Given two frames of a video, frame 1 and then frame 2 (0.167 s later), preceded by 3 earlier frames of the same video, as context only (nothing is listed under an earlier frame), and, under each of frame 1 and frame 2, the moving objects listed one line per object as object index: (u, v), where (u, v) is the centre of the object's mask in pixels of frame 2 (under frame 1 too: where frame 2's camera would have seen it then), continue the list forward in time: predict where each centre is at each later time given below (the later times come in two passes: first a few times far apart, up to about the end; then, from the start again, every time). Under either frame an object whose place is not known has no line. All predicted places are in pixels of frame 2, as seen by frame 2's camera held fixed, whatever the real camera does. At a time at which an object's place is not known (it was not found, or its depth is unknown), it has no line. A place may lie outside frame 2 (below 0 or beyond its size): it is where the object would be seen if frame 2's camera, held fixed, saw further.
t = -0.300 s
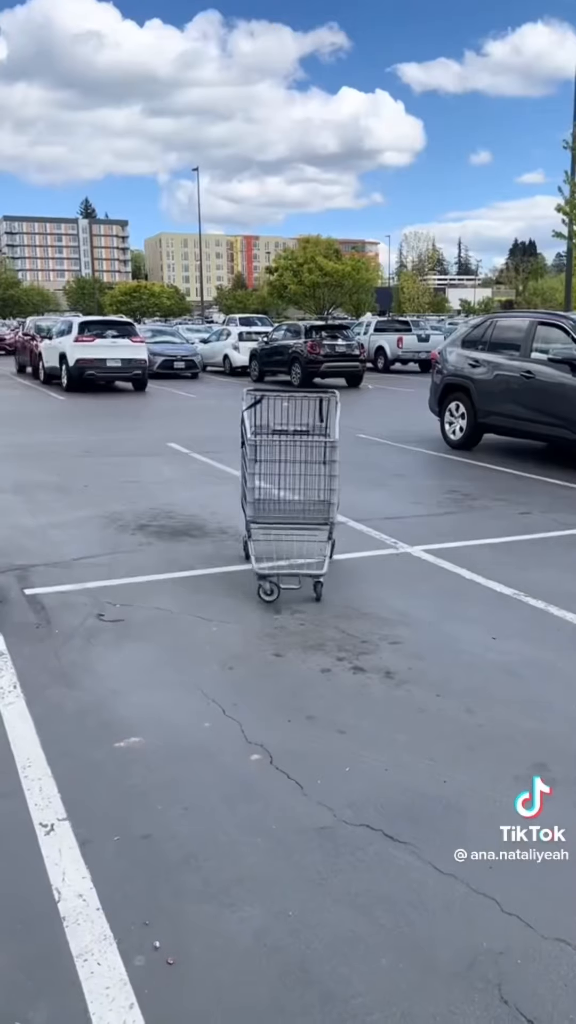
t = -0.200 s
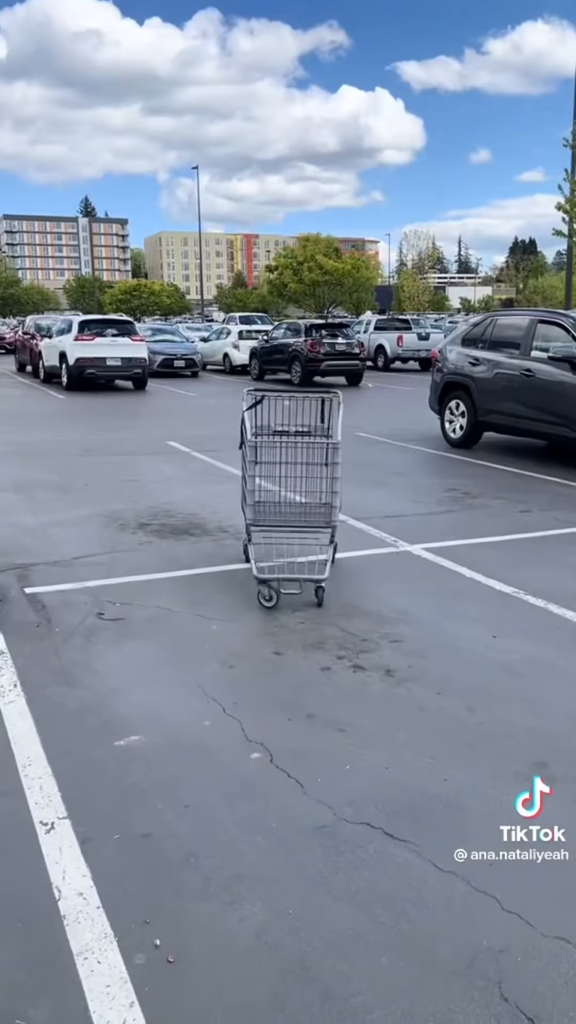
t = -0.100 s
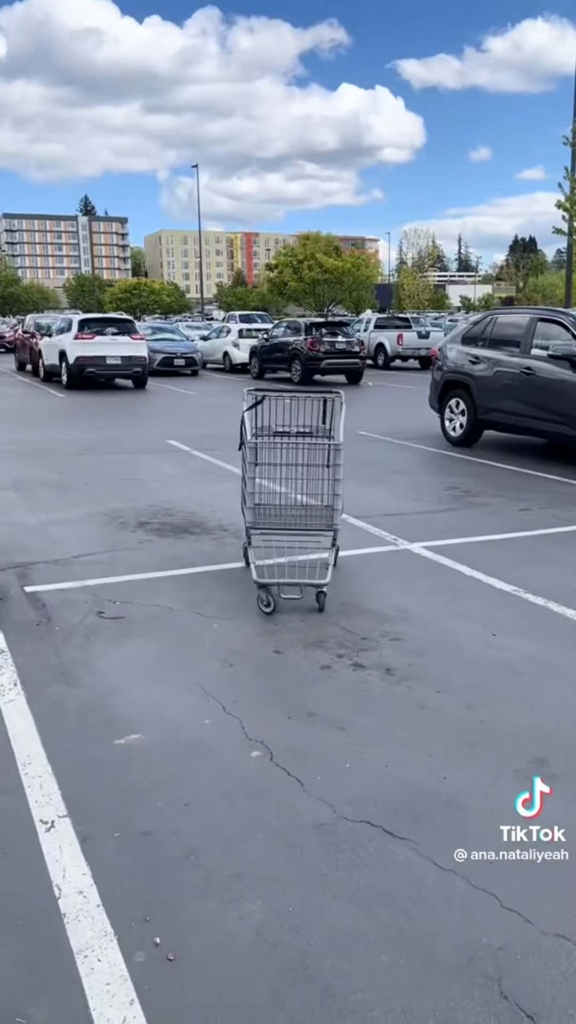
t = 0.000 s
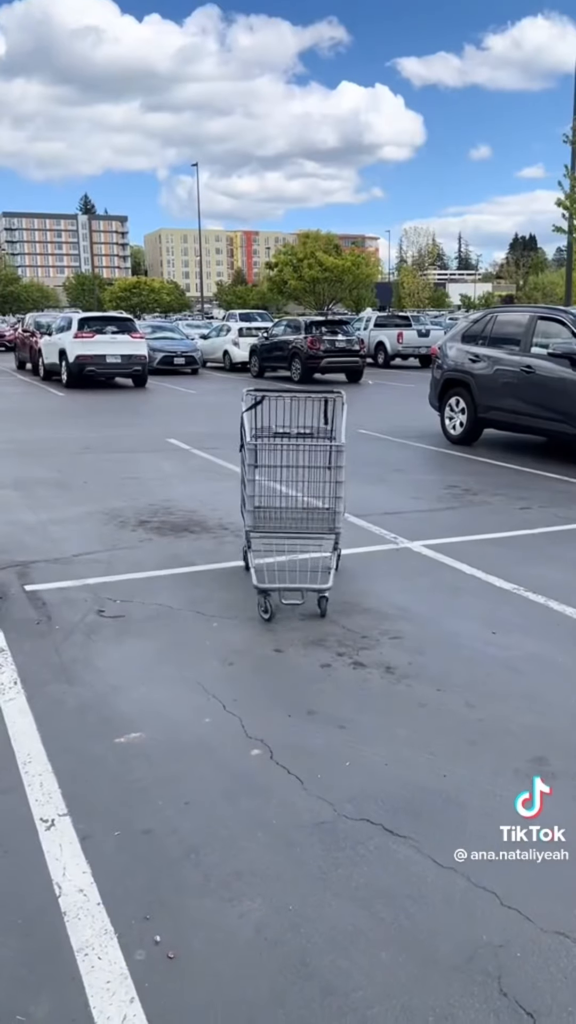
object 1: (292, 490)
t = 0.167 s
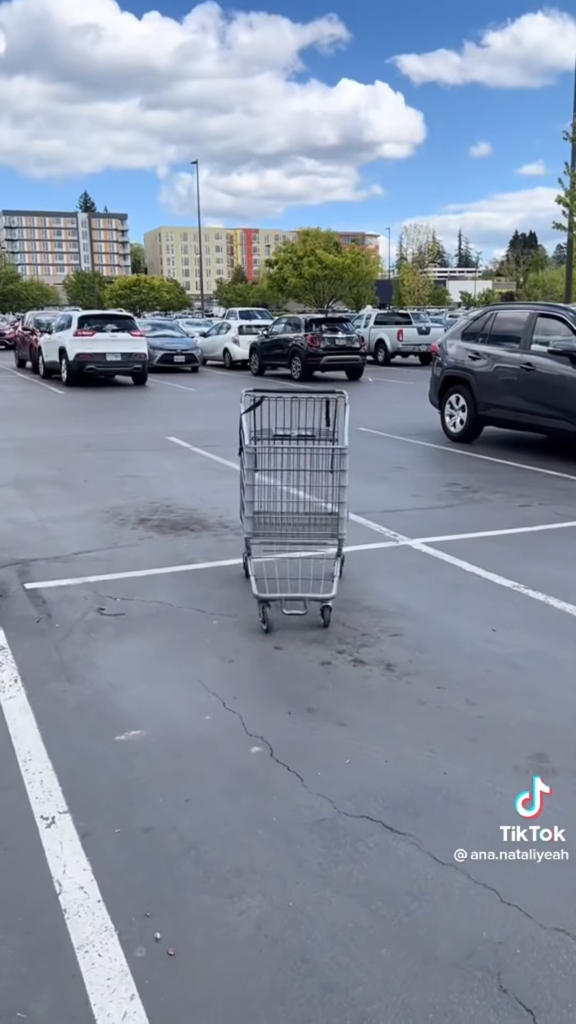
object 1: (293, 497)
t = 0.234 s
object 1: (294, 500)
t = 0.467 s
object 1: (296, 512)
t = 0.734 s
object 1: (298, 526)
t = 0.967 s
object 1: (297, 539)
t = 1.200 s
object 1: (294, 552)
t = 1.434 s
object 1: (288, 567)
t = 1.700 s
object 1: (279, 585)
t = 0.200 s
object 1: (294, 499)
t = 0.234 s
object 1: (294, 500)
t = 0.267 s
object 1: (294, 503)
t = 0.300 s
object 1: (294, 504)
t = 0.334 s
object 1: (295, 505)
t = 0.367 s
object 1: (295, 506)
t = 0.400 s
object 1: (296, 507)
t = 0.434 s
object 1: (296, 510)
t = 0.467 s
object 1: (296, 512)
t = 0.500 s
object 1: (296, 514)
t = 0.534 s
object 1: (297, 516)
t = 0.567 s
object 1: (297, 518)
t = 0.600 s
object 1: (297, 519)
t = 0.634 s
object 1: (297, 521)
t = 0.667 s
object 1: (298, 521)
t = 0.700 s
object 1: (298, 524)
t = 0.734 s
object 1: (298, 526)
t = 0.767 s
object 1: (298, 528)
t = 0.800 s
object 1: (297, 530)
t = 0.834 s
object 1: (297, 532)
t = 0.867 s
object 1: (297, 532)
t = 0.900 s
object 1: (298, 534)
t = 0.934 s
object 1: (297, 536)
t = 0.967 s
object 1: (297, 539)
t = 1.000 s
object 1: (296, 541)
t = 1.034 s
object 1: (296, 543)
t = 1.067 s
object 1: (295, 545)
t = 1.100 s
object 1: (295, 546)
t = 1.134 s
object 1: (295, 548)
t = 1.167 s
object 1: (294, 549)
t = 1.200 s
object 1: (294, 552)
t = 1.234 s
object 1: (293, 554)
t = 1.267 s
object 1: (292, 556)
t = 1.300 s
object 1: (291, 559)
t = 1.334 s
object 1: (290, 562)
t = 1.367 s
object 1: (289, 563)
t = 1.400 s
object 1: (289, 565)
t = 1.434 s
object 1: (288, 567)
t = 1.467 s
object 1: (287, 568)
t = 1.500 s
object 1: (286, 572)
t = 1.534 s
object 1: (285, 575)
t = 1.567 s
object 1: (283, 578)
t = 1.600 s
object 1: (282, 580)
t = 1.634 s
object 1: (281, 583)
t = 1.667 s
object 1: (280, 584)
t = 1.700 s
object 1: (279, 585)
